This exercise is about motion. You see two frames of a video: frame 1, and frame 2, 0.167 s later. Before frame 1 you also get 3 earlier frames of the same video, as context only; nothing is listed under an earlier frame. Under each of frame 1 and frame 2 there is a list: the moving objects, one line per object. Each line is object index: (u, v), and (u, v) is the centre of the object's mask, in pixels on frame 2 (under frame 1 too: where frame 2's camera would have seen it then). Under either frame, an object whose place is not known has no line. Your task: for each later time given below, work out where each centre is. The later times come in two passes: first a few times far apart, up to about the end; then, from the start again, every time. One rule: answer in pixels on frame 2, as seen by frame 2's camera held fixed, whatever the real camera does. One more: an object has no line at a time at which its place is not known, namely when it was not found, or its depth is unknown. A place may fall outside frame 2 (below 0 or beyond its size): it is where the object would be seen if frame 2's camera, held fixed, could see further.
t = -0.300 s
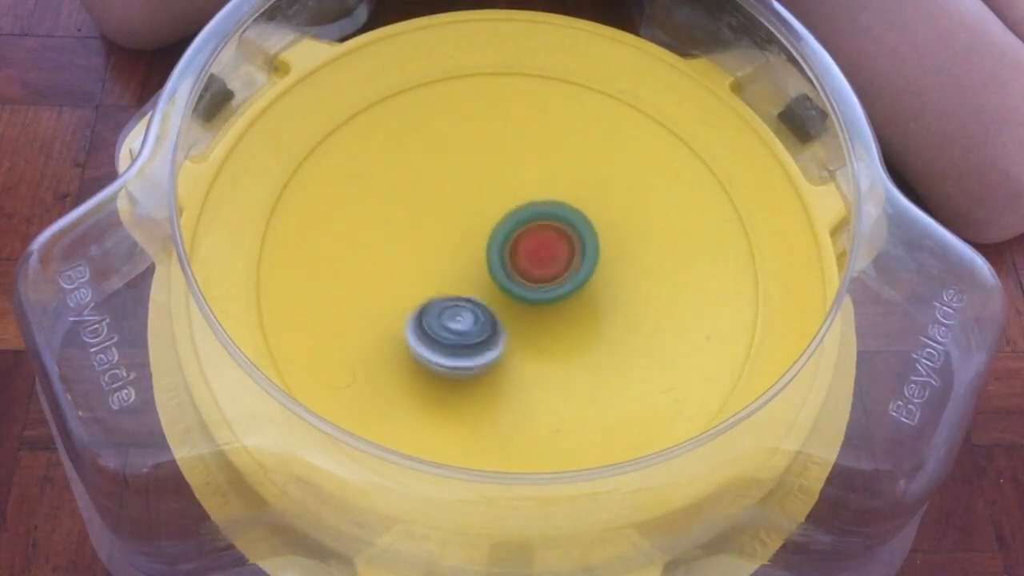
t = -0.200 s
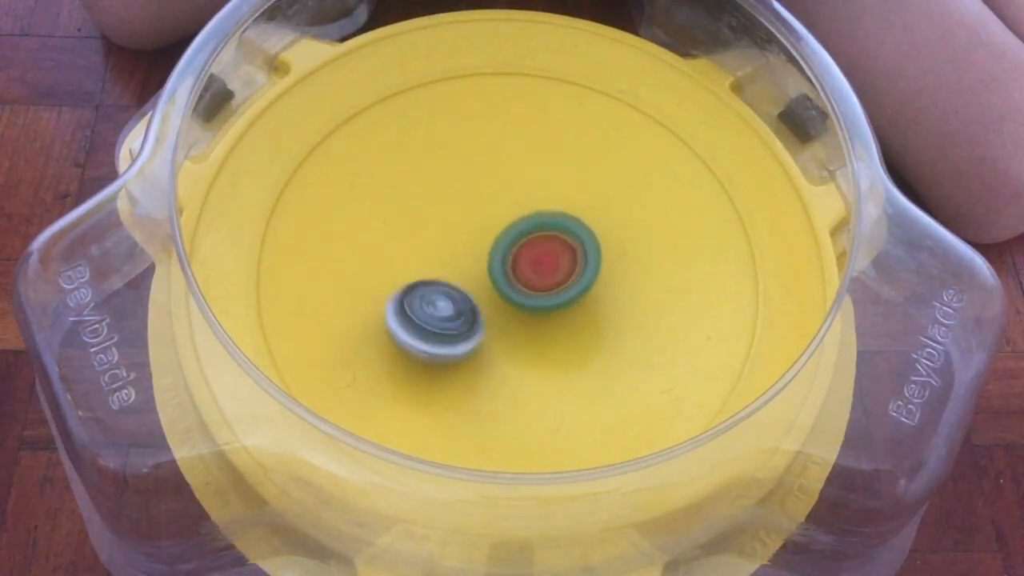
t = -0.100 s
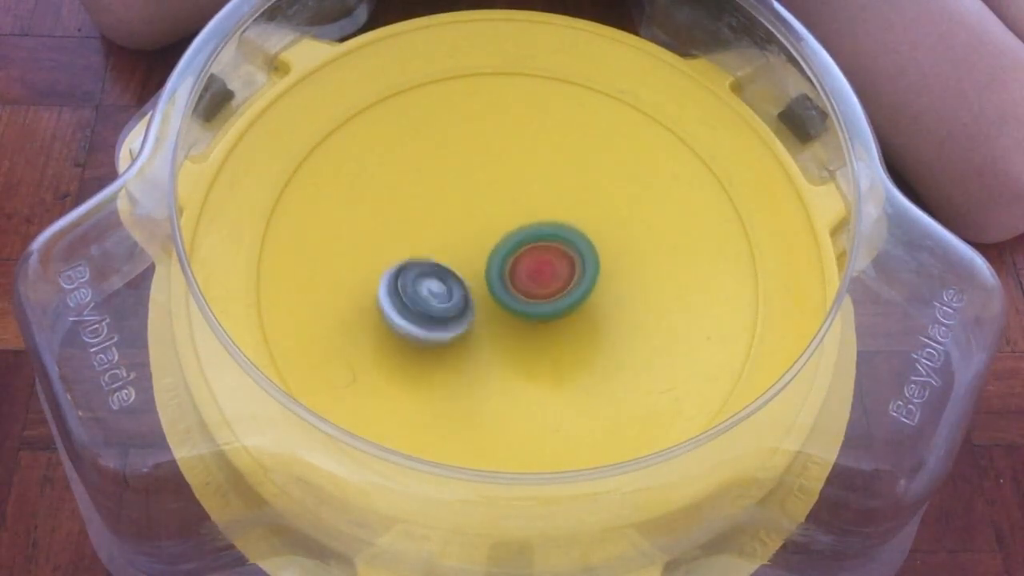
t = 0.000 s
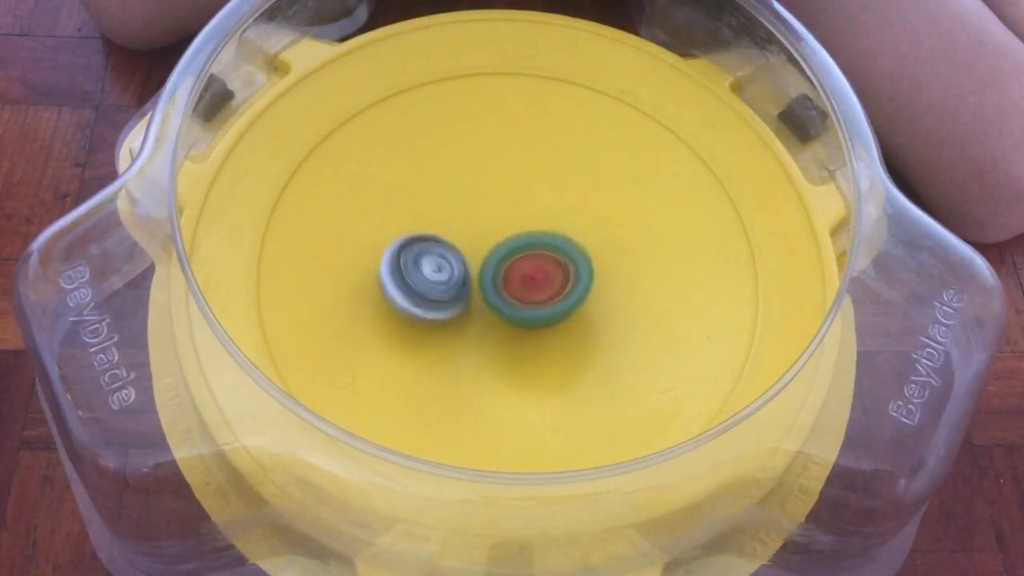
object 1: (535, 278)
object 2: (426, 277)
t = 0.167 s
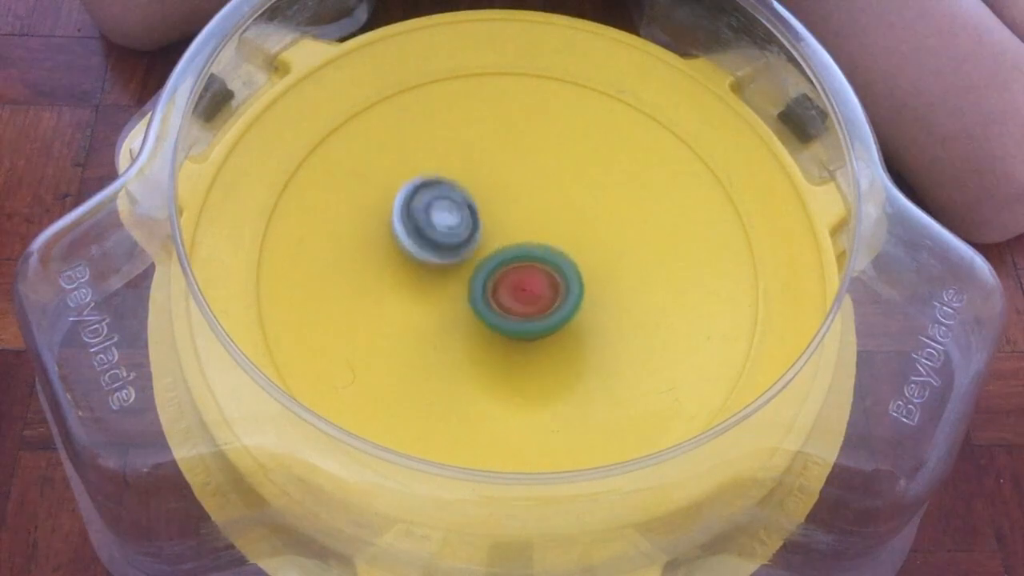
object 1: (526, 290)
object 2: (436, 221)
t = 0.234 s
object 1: (520, 292)
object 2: (447, 202)
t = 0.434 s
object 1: (505, 286)
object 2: (493, 177)
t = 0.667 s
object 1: (497, 264)
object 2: (554, 199)
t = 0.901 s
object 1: (490, 252)
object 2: (612, 255)
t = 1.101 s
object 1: (501, 245)
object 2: (600, 311)
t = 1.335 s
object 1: (518, 248)
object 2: (527, 347)
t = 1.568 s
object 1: (527, 259)
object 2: (442, 323)
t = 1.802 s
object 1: (523, 270)
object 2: (417, 255)
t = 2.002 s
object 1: (512, 274)
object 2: (449, 204)
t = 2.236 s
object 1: (494, 269)
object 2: (528, 188)
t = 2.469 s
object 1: (488, 260)
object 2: (591, 229)
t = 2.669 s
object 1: (493, 252)
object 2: (594, 283)
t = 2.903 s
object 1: (503, 242)
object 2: (536, 332)
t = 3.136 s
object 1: (520, 234)
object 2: (442, 309)
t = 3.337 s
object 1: (528, 240)
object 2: (407, 246)
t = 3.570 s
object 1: (525, 254)
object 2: (441, 195)
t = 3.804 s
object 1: (505, 276)
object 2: (523, 192)
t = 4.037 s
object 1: (486, 277)
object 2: (578, 245)
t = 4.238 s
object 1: (474, 259)
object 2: (572, 305)
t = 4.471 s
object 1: (489, 242)
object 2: (501, 339)
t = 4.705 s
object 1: (532, 234)
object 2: (428, 313)
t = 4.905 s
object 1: (552, 256)
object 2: (423, 260)
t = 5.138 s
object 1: (538, 293)
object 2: (487, 217)
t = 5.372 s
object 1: (481, 366)
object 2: (602, 178)
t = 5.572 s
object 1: (445, 348)
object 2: (627, 210)
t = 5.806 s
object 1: (462, 274)
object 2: (570, 294)
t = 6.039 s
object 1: (537, 184)
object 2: (477, 368)
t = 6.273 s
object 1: (590, 174)
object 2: (421, 347)
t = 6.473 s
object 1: (588, 220)
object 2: (437, 271)
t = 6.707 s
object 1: (499, 305)
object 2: (486, 180)
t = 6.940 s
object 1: (407, 330)
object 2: (534, 169)
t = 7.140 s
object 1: (411, 290)
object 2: (555, 228)
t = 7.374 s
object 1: (497, 218)
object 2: (569, 317)
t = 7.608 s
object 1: (591, 192)
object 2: (547, 349)
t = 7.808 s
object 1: (609, 228)
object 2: (496, 327)
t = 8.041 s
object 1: (536, 306)
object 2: (433, 280)
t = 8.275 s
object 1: (440, 341)
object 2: (408, 240)
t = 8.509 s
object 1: (422, 298)
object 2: (446, 212)
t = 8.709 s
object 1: (461, 259)
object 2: (490, 179)
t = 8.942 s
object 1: (544, 254)
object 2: (481, 188)
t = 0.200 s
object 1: (524, 291)
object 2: (440, 210)
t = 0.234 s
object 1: (520, 292)
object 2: (447, 202)
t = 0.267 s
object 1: (519, 292)
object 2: (454, 193)
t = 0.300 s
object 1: (516, 291)
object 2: (461, 189)
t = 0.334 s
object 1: (513, 291)
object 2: (469, 183)
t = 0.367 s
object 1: (511, 289)
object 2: (476, 180)
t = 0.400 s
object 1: (508, 288)
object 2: (486, 178)
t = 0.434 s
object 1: (505, 286)
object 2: (493, 177)
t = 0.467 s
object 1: (504, 283)
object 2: (503, 177)
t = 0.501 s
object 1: (501, 281)
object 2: (510, 178)
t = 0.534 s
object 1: (500, 278)
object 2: (520, 182)
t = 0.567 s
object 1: (499, 274)
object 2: (528, 184)
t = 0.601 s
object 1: (497, 271)
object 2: (537, 189)
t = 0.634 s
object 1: (498, 268)
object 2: (546, 193)
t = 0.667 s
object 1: (497, 264)
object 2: (554, 199)
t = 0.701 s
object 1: (492, 263)
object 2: (566, 205)
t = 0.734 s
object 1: (488, 262)
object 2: (577, 211)
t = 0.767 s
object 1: (487, 259)
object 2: (588, 219)
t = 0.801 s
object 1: (487, 258)
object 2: (595, 227)
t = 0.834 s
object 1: (488, 256)
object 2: (604, 236)
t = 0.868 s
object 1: (488, 254)
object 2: (607, 245)
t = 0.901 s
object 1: (490, 252)
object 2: (612, 255)
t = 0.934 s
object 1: (491, 250)
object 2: (613, 263)
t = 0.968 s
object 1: (492, 249)
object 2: (614, 274)
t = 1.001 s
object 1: (495, 247)
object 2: (612, 282)
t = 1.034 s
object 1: (496, 246)
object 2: (610, 293)
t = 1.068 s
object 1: (499, 246)
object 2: (605, 302)
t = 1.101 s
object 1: (501, 245)
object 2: (600, 311)
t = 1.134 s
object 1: (503, 245)
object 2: (593, 318)
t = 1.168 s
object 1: (506, 245)
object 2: (584, 327)
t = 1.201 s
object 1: (508, 244)
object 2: (575, 332)
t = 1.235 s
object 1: (511, 245)
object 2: (563, 339)
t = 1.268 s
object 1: (514, 245)
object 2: (552, 342)
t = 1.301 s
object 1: (515, 246)
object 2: (539, 345)
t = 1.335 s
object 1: (518, 248)
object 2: (527, 347)
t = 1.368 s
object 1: (520, 248)
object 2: (513, 348)
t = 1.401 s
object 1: (521, 250)
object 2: (499, 346)
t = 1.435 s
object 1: (524, 251)
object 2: (485, 344)
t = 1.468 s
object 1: (524, 253)
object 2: (473, 341)
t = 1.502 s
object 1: (526, 255)
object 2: (461, 336)
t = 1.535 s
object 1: (528, 256)
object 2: (451, 330)
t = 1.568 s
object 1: (527, 259)
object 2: (442, 323)
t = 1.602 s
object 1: (529, 261)
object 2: (433, 314)
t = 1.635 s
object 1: (528, 262)
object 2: (428, 306)
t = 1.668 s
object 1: (528, 265)
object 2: (423, 296)
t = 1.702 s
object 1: (528, 266)
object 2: (420, 288)
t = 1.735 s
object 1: (525, 268)
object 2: (417, 276)
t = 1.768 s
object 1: (525, 269)
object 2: (417, 267)
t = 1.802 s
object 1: (523, 270)
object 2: (417, 255)
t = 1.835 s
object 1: (522, 272)
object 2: (420, 245)
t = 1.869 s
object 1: (521, 273)
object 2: (423, 234)
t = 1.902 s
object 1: (518, 274)
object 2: (429, 227)
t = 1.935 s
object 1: (517, 274)
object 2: (434, 217)
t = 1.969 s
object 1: (515, 274)
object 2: (442, 211)
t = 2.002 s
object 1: (512, 274)
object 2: (449, 204)
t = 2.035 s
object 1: (511, 273)
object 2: (460, 199)
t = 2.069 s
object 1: (507, 273)
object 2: (468, 194)
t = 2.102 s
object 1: (506, 272)
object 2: (480, 190)
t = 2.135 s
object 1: (504, 270)
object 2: (491, 188)
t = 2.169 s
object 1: (501, 270)
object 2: (504, 187)
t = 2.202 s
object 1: (498, 269)
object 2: (515, 187)
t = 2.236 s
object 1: (494, 269)
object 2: (528, 188)
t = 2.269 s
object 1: (493, 268)
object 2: (539, 192)
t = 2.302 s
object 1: (491, 267)
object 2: (550, 196)
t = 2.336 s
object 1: (490, 266)
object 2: (561, 201)
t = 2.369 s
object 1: (490, 265)
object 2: (568, 206)
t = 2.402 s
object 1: (488, 264)
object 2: (578, 213)
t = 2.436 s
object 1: (489, 262)
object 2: (584, 220)
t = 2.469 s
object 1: (488, 260)
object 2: (591, 229)
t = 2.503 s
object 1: (489, 259)
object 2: (594, 237)
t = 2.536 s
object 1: (489, 257)
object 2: (599, 247)
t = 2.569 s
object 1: (489, 256)
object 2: (599, 256)
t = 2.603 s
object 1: (491, 255)
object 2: (600, 266)
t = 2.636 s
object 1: (491, 253)
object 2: (598, 276)
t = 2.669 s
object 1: (493, 252)
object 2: (594, 283)
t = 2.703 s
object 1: (495, 251)
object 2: (590, 294)
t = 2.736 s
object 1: (495, 249)
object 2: (585, 302)
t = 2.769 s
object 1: (497, 247)
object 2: (578, 311)
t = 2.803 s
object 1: (498, 246)
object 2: (569, 318)
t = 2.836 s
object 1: (500, 245)
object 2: (559, 324)
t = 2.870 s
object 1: (501, 243)
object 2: (548, 329)
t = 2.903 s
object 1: (503, 242)
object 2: (536, 332)
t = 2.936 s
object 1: (507, 239)
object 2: (521, 334)
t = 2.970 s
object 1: (511, 238)
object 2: (505, 334)
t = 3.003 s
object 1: (512, 236)
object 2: (491, 331)
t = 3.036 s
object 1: (513, 236)
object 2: (478, 327)
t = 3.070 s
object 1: (516, 234)
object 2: (465, 322)
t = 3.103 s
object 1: (517, 234)
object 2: (452, 316)
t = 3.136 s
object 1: (520, 234)
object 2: (442, 309)
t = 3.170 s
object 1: (521, 234)
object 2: (432, 300)
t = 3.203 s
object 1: (523, 235)
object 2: (424, 290)
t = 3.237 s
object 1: (525, 235)
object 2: (417, 279)
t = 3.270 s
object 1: (526, 237)
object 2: (412, 269)
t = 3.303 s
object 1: (528, 238)
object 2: (409, 257)
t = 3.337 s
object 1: (528, 240)
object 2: (407, 246)
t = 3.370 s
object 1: (529, 241)
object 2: (408, 235)
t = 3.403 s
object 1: (528, 243)
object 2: (410, 226)
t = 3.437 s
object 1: (529, 245)
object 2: (412, 217)
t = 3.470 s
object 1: (527, 248)
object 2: (418, 210)
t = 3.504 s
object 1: (528, 250)
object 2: (424, 204)
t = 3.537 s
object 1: (526, 252)
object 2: (431, 198)
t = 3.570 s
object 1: (525, 254)
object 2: (441, 195)
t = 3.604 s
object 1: (523, 256)
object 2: (451, 191)
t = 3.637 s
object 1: (521, 258)
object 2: (461, 189)
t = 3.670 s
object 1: (520, 261)
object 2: (472, 188)
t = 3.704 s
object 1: (516, 267)
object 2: (483, 187)
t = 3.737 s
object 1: (514, 270)
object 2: (497, 188)
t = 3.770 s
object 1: (508, 274)
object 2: (511, 189)
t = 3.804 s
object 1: (505, 276)
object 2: (523, 192)
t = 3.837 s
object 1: (503, 278)
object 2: (535, 197)
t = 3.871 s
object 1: (500, 280)
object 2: (544, 203)
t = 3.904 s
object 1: (496, 280)
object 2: (554, 209)
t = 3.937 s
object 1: (494, 280)
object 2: (563, 217)
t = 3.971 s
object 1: (491, 279)
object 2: (569, 225)
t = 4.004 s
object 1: (489, 279)
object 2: (575, 234)
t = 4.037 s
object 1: (486, 277)
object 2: (578, 245)
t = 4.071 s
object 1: (483, 275)
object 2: (581, 255)
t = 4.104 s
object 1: (479, 271)
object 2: (584, 265)
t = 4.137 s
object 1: (478, 269)
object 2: (584, 275)
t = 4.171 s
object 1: (475, 265)
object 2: (581, 286)
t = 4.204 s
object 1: (475, 263)
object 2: (577, 295)
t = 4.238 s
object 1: (474, 259)
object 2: (572, 305)
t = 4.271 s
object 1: (475, 257)
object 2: (565, 313)
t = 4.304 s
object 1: (475, 253)
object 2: (556, 321)
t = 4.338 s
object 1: (477, 251)
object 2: (547, 327)
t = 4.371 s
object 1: (479, 247)
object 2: (536, 333)
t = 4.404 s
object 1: (482, 246)
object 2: (525, 336)
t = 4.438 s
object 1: (484, 243)
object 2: (514, 338)
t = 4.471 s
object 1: (489, 242)
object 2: (501, 339)
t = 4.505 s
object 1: (494, 236)
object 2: (487, 341)
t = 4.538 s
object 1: (501, 233)
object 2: (475, 341)
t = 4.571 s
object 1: (508, 231)
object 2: (464, 337)
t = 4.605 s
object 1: (515, 230)
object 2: (455, 334)
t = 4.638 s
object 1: (521, 231)
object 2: (444, 329)
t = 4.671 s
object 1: (527, 231)
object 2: (435, 322)
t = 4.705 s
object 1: (532, 234)
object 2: (428, 313)
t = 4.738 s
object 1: (537, 236)
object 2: (423, 305)
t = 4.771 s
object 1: (541, 240)
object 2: (418, 295)
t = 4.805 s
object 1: (545, 243)
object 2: (417, 287)
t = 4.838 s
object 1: (549, 248)
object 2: (417, 276)
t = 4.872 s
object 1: (550, 251)
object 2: (419, 268)
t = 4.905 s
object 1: (552, 256)
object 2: (423, 260)
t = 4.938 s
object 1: (552, 260)
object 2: (429, 250)
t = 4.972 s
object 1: (552, 265)
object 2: (437, 243)
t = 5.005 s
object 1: (551, 270)
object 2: (444, 237)
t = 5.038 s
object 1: (550, 275)
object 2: (453, 232)
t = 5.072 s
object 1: (547, 280)
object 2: (463, 228)
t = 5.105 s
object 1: (544, 283)
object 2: (473, 224)
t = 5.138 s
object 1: (538, 293)
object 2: (487, 217)
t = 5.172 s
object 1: (530, 312)
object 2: (505, 205)
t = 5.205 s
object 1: (522, 329)
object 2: (526, 196)
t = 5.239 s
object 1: (514, 342)
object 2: (544, 188)
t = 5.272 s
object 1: (506, 351)
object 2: (561, 183)
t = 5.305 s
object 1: (498, 358)
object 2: (576, 179)
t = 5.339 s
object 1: (490, 362)
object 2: (589, 179)
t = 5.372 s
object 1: (481, 366)
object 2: (602, 178)
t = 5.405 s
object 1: (474, 368)
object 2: (612, 181)
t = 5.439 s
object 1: (466, 366)
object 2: (617, 185)
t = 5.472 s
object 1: (459, 364)
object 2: (621, 188)
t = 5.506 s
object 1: (452, 359)
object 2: (624, 194)
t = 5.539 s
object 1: (447, 354)
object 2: (627, 201)
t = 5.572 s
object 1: (445, 348)
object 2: (627, 210)
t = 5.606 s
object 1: (441, 337)
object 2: (624, 218)
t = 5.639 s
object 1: (439, 327)
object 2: (621, 230)
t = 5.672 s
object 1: (441, 319)
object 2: (616, 241)
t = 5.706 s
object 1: (444, 309)
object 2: (607, 254)
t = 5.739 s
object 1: (449, 296)
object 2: (597, 264)
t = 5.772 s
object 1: (455, 286)
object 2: (584, 279)
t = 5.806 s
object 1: (462, 274)
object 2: (570, 294)
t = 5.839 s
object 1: (472, 259)
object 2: (556, 308)
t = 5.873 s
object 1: (480, 244)
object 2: (545, 322)
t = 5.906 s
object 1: (490, 229)
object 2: (532, 335)
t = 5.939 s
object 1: (502, 215)
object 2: (518, 346)
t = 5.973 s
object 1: (514, 205)
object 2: (503, 356)
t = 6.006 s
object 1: (526, 192)
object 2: (490, 362)
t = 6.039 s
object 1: (537, 184)
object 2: (477, 368)
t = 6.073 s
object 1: (548, 180)
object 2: (464, 370)
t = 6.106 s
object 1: (559, 171)
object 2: (454, 371)
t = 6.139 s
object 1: (568, 171)
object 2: (443, 369)
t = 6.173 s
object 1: (573, 171)
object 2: (438, 365)
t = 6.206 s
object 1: (579, 170)
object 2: (431, 360)
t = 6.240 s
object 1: (586, 171)
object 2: (425, 354)
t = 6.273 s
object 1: (590, 174)
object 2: (421, 347)
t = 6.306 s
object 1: (595, 180)
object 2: (419, 337)
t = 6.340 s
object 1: (596, 185)
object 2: (420, 326)
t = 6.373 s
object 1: (596, 191)
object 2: (424, 314)
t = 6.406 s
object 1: (596, 199)
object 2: (426, 300)
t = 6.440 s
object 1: (594, 208)
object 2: (432, 286)
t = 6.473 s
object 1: (588, 220)
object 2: (437, 271)
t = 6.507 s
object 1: (581, 230)
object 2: (442, 255)
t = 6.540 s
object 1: (572, 242)
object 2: (451, 242)
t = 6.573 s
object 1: (558, 257)
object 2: (459, 229)
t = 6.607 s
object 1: (546, 271)
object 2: (466, 214)
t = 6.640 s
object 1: (532, 282)
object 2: (474, 202)
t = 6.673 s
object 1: (514, 295)
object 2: (480, 191)
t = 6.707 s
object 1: (499, 305)
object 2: (486, 180)
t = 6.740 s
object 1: (483, 314)
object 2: (493, 173)
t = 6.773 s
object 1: (466, 322)
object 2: (503, 170)
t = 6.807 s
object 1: (451, 329)
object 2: (510, 166)
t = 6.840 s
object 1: (436, 331)
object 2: (516, 165)
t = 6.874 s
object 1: (425, 332)
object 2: (522, 165)
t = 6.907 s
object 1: (414, 331)
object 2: (529, 166)
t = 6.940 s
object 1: (407, 330)
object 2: (534, 169)
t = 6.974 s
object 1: (405, 326)
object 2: (538, 175)
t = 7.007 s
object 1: (401, 319)
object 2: (540, 184)
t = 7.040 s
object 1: (402, 313)
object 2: (543, 193)
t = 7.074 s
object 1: (403, 308)
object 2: (548, 204)
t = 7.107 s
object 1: (408, 302)
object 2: (552, 215)
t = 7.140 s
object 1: (411, 290)
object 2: (555, 228)
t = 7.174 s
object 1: (419, 283)
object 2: (557, 242)
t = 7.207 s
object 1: (429, 272)
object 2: (559, 255)
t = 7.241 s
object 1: (439, 262)
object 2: (562, 269)
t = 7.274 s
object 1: (452, 248)
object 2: (564, 282)
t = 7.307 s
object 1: (467, 238)
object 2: (565, 295)
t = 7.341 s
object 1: (483, 229)
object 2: (568, 307)
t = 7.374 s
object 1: (497, 218)
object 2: (569, 317)
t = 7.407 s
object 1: (515, 208)
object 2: (570, 326)
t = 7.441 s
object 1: (530, 202)
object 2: (571, 335)
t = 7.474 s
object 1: (545, 197)
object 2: (572, 340)
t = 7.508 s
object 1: (559, 193)
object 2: (568, 343)
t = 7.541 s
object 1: (572, 189)
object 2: (560, 346)
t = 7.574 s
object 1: (584, 188)
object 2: (553, 348)
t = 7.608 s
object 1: (591, 192)
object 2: (547, 349)
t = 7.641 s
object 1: (599, 194)
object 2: (542, 349)
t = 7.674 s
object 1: (603, 199)
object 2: (535, 346)
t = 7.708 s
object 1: (609, 202)
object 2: (525, 342)
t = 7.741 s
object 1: (610, 211)
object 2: (515, 339)
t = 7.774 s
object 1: (610, 218)
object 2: (505, 333)
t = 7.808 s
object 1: (609, 228)
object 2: (496, 327)
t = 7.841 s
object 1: (605, 237)
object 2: (485, 321)
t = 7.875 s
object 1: (600, 249)
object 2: (475, 315)
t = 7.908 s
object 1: (590, 261)
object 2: (467, 306)
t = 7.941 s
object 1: (581, 273)
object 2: (458, 299)
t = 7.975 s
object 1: (565, 285)
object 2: (450, 293)
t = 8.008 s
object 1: (553, 295)
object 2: (441, 287)
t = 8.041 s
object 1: (536, 306)
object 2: (433, 280)
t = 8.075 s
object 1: (522, 315)
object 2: (425, 272)
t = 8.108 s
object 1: (508, 323)
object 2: (419, 264)
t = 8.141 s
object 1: (491, 331)
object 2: (416, 258)
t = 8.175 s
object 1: (479, 336)
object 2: (413, 252)
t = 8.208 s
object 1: (461, 340)
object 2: (410, 247)
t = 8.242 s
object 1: (449, 341)
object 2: (408, 243)
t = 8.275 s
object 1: (440, 341)
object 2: (408, 240)
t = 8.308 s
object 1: (429, 338)
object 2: (411, 237)
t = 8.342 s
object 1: (425, 334)
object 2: (415, 233)
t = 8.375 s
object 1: (421, 329)
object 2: (419, 230)
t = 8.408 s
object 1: (414, 321)
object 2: (425, 226)
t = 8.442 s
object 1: (415, 314)
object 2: (431, 222)
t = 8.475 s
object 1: (419, 308)
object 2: (438, 219)
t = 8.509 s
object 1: (422, 298)
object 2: (446, 212)
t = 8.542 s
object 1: (429, 287)
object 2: (453, 207)
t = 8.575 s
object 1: (436, 277)
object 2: (462, 200)
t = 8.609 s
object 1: (439, 272)
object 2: (473, 194)
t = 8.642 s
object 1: (444, 266)
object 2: (480, 189)
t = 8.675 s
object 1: (452, 262)
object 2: (487, 183)
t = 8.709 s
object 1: (461, 259)
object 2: (490, 179)
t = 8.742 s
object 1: (472, 257)
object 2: (491, 174)
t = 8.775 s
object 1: (485, 258)
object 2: (489, 171)
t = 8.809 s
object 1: (496, 259)
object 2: (488, 172)
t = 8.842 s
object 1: (507, 258)
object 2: (486, 174)
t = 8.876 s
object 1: (519, 256)
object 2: (483, 177)
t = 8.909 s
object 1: (533, 253)
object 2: (482, 183)
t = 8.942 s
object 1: (544, 254)
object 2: (481, 188)
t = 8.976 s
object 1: (554, 255)
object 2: (482, 192)
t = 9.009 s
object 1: (562, 257)
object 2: (485, 194)
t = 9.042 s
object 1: (567, 262)
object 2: (488, 195)
